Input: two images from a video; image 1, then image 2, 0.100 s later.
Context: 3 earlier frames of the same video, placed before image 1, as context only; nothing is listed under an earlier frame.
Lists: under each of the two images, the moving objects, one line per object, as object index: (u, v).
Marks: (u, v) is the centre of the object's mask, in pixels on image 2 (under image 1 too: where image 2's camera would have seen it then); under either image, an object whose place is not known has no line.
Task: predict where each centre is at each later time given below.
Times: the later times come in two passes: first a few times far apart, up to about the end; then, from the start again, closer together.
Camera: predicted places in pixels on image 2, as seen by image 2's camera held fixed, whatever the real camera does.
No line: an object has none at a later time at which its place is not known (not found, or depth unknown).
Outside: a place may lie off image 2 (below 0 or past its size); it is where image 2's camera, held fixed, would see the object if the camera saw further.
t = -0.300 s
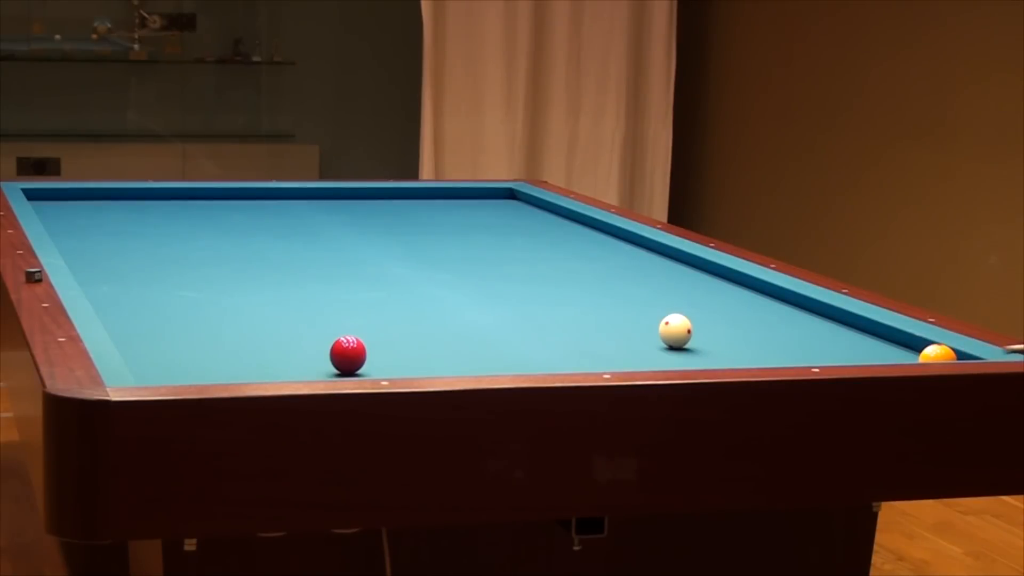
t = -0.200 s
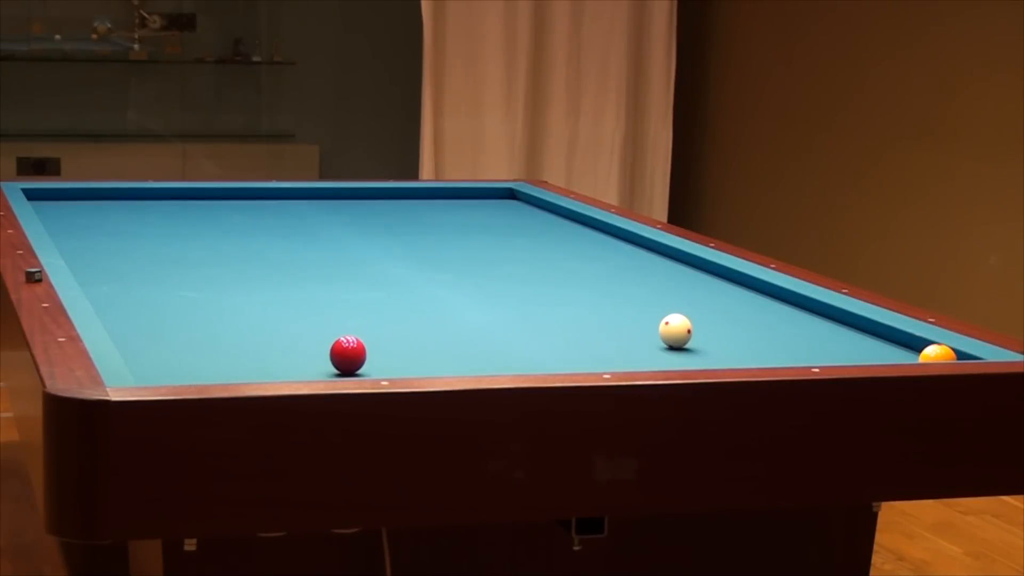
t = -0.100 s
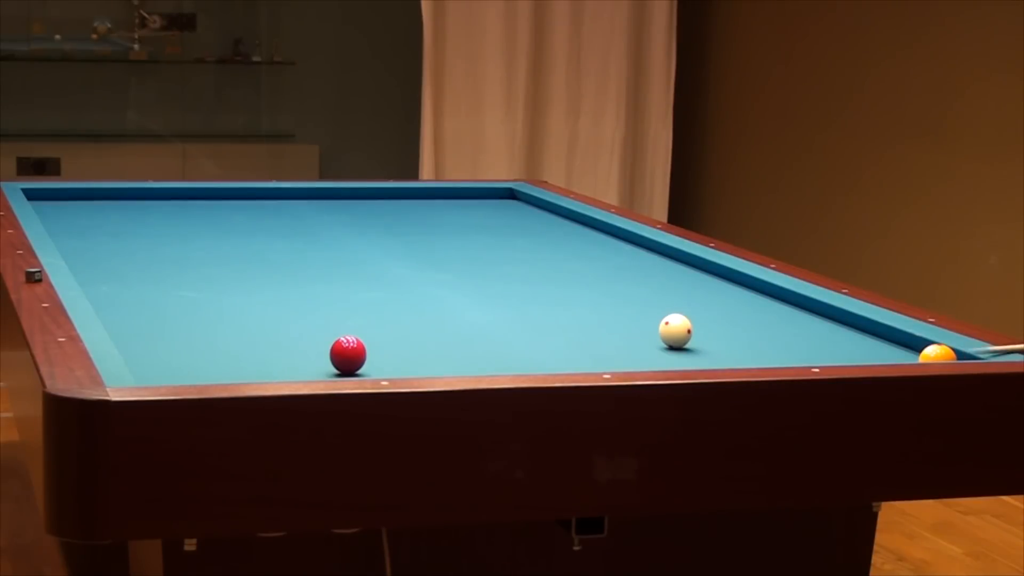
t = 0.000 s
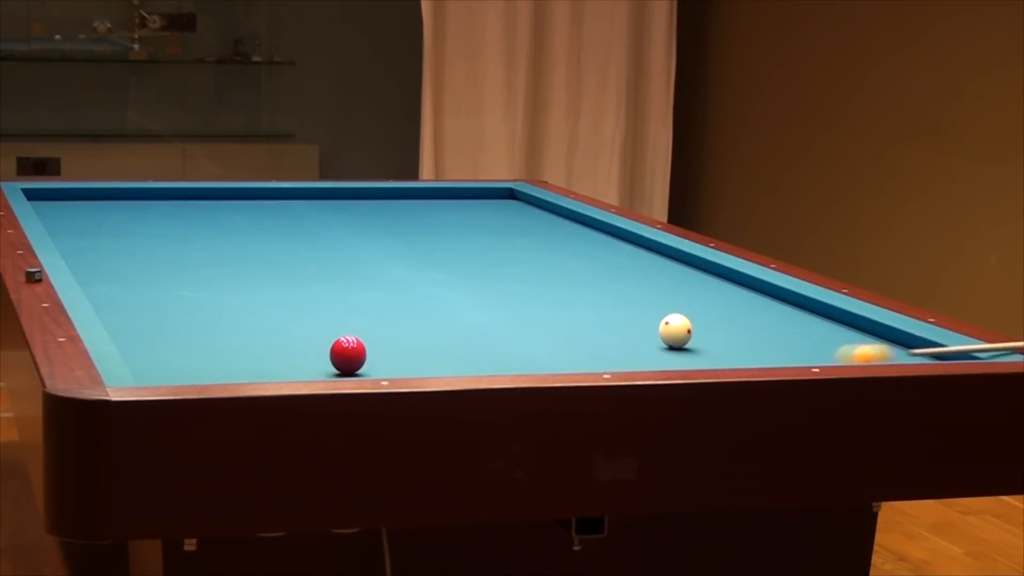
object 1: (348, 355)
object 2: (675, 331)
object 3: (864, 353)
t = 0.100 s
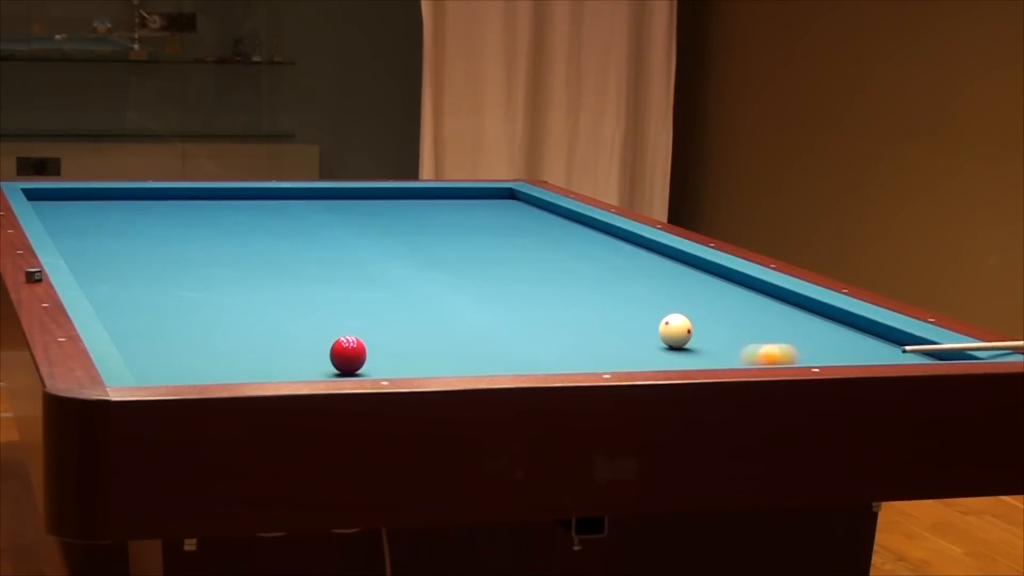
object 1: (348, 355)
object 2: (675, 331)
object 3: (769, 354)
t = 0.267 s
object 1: (348, 355)
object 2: (675, 330)
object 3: (615, 356)
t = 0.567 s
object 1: (329, 341)
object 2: (675, 331)
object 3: (340, 360)
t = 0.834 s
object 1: (268, 337)
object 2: (675, 331)
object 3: (164, 373)
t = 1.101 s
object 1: (213, 325)
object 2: (675, 331)
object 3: (306, 371)
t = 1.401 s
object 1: (155, 313)
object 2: (675, 331)
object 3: (417, 366)
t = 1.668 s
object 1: (108, 302)
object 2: (675, 331)
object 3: (508, 361)
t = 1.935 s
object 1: (117, 295)
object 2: (675, 331)
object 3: (593, 357)
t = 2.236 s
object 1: (132, 286)
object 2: (675, 327)
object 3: (682, 352)
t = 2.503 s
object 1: (144, 279)
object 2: (675, 331)
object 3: (756, 349)
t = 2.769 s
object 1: (156, 273)
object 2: (675, 331)
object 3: (826, 345)
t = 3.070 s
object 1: (167, 267)
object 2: (675, 331)
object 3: (901, 340)
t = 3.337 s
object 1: (177, 261)
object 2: (675, 331)
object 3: (856, 337)
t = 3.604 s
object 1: (186, 256)
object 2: (675, 331)
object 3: (809, 335)
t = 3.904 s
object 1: (195, 251)
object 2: (675, 331)
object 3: (759, 332)
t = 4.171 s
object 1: (203, 247)
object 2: (675, 331)
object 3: (717, 330)
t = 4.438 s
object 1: (210, 244)
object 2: (662, 331)
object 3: (693, 327)
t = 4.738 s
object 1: (218, 239)
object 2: (644, 332)
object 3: (676, 324)
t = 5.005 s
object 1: (224, 236)
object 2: (629, 332)
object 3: (662, 322)
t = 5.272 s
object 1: (229, 233)
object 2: (616, 333)
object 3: (649, 319)
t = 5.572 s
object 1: (235, 230)
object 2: (603, 333)
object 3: (637, 317)
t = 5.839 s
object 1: (239, 228)
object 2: (593, 334)
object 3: (628, 316)
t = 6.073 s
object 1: (243, 226)
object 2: (586, 334)
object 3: (621, 314)
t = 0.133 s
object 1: (348, 355)
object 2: (675, 331)
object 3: (739, 355)
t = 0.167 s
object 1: (348, 355)
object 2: (675, 331)
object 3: (709, 355)
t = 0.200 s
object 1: (348, 355)
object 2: (675, 329)
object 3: (674, 356)
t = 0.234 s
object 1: (348, 355)
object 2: (675, 331)
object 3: (643, 356)
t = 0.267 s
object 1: (348, 355)
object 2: (675, 330)
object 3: (615, 356)
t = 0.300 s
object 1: (348, 355)
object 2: (675, 331)
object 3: (579, 356)
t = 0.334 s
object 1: (348, 355)
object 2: (675, 330)
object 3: (547, 357)
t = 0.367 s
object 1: (348, 355)
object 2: (675, 331)
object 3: (518, 357)
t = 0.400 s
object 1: (348, 355)
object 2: (675, 331)
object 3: (483, 357)
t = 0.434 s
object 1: (348, 355)
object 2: (675, 331)
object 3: (450, 358)
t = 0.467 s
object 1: (348, 355)
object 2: (675, 331)
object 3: (422, 358)
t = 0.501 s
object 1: (348, 355)
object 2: (675, 331)
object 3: (390, 358)
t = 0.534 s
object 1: (337, 350)
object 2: (675, 331)
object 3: (360, 359)
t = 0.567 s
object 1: (329, 341)
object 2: (675, 331)
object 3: (340, 360)
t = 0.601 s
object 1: (323, 340)
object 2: (675, 331)
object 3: (316, 362)
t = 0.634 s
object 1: (315, 344)
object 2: (675, 331)
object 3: (290, 364)
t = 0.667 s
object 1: (305, 345)
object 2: (675, 331)
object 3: (265, 366)
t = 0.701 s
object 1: (297, 343)
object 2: (675, 331)
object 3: (239, 367)
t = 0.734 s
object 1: (290, 342)
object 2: (675, 331)
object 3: (213, 369)
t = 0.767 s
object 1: (282, 340)
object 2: (675, 331)
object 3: (186, 371)
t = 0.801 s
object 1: (275, 339)
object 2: (675, 331)
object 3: (161, 372)
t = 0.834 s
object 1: (268, 337)
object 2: (675, 331)
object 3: (164, 373)
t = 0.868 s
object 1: (261, 336)
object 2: (675, 331)
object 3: (186, 372)
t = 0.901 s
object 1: (254, 334)
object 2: (675, 331)
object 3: (209, 372)
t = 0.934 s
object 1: (247, 333)
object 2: (675, 331)
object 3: (229, 372)
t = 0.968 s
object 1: (240, 331)
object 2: (675, 331)
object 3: (247, 371)
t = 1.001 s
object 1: (233, 330)
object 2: (675, 331)
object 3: (263, 372)
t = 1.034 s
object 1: (226, 328)
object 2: (675, 331)
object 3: (280, 372)
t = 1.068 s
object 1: (220, 327)
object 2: (675, 331)
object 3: (293, 371)
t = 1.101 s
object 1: (213, 325)
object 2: (675, 331)
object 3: (306, 371)
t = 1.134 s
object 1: (206, 324)
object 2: (675, 331)
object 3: (319, 370)
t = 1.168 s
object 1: (200, 323)
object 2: (675, 331)
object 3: (332, 370)
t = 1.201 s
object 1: (193, 321)
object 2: (675, 331)
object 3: (345, 369)
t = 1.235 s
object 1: (187, 320)
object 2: (675, 331)
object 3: (357, 368)
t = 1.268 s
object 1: (180, 318)
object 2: (675, 331)
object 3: (369, 368)
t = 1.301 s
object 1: (174, 317)
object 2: (675, 331)
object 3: (381, 367)
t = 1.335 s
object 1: (167, 316)
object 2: (675, 331)
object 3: (393, 367)
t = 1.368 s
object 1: (161, 314)
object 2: (675, 331)
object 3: (405, 366)
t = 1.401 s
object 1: (155, 313)
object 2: (675, 331)
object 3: (417, 366)
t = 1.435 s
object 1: (149, 312)
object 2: (675, 331)
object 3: (429, 365)
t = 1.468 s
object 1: (143, 310)
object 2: (675, 331)
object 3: (441, 364)
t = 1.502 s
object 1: (137, 309)
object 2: (675, 331)
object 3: (452, 364)
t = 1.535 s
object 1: (131, 308)
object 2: (675, 331)
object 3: (463, 363)
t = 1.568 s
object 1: (125, 306)
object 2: (675, 331)
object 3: (474, 362)
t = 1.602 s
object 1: (119, 305)
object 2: (675, 331)
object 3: (486, 362)
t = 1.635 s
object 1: (113, 304)
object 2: (675, 331)
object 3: (497, 361)
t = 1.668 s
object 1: (108, 302)
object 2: (675, 331)
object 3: (508, 361)
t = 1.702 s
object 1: (105, 301)
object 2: (675, 331)
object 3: (520, 360)
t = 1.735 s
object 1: (106, 300)
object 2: (675, 331)
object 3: (530, 360)
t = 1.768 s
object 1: (108, 300)
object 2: (675, 331)
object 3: (541, 359)
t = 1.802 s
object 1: (110, 299)
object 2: (675, 331)
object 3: (551, 359)
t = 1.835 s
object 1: (112, 298)
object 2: (675, 331)
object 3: (562, 358)
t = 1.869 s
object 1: (113, 297)
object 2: (675, 331)
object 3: (572, 358)
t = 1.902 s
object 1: (115, 296)
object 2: (675, 331)
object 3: (583, 357)
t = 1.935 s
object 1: (117, 295)
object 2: (675, 331)
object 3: (593, 357)
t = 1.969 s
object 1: (119, 294)
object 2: (675, 331)
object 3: (603, 356)
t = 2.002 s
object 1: (120, 293)
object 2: (675, 331)
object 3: (613, 356)
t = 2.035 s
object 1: (122, 292)
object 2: (675, 331)
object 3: (624, 355)
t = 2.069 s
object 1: (124, 291)
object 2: (675, 331)
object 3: (633, 355)
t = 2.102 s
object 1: (125, 290)
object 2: (675, 330)
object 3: (643, 354)
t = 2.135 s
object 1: (127, 289)
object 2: (675, 330)
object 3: (652, 354)
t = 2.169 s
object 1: (129, 288)
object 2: (676, 329)
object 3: (662, 353)
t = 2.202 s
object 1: (130, 287)
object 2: (676, 327)
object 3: (672, 352)
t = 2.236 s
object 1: (132, 286)
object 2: (675, 327)
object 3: (682, 352)
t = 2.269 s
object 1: (134, 285)
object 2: (674, 329)
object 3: (691, 352)
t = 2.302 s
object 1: (135, 285)
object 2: (675, 330)
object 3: (700, 352)
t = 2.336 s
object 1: (137, 283)
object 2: (675, 331)
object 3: (710, 351)
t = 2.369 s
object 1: (138, 283)
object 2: (675, 331)
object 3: (719, 350)
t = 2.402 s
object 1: (140, 282)
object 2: (675, 331)
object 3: (728, 350)
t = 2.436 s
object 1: (141, 281)
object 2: (675, 331)
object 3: (738, 350)
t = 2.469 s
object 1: (143, 280)
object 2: (675, 331)
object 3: (747, 349)
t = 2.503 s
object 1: (144, 279)
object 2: (675, 331)
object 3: (756, 349)
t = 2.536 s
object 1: (146, 279)
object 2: (675, 331)
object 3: (765, 348)
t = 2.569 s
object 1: (147, 278)
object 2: (675, 331)
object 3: (774, 347)
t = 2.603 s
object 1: (149, 277)
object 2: (675, 331)
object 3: (783, 347)
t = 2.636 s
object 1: (150, 276)
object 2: (675, 331)
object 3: (791, 346)
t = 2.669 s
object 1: (151, 276)
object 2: (675, 331)
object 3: (800, 346)
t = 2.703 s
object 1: (153, 274)
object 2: (675, 331)
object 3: (808, 345)
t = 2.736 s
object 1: (154, 274)
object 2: (675, 331)
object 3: (817, 345)
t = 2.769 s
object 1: (156, 273)
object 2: (675, 331)
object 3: (826, 345)
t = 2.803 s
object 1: (157, 272)
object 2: (675, 331)
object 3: (835, 344)
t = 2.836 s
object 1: (158, 272)
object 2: (675, 331)
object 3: (843, 344)
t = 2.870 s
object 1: (159, 271)
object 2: (675, 331)
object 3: (852, 343)
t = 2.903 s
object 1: (161, 270)
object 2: (675, 331)
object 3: (860, 343)
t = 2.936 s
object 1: (162, 270)
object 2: (675, 331)
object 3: (868, 342)
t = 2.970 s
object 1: (163, 269)
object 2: (675, 331)
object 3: (877, 342)
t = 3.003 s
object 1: (165, 268)
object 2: (675, 331)
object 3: (885, 341)
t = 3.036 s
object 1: (166, 267)
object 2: (675, 331)
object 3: (893, 341)
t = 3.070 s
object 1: (167, 267)
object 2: (675, 331)
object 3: (901, 340)
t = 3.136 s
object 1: (169, 265)
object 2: (675, 331)
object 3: (894, 340)
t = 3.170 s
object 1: (171, 265)
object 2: (675, 331)
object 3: (887, 339)
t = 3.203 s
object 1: (172, 264)
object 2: (675, 331)
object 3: (881, 339)
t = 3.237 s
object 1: (173, 263)
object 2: (675, 331)
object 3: (875, 339)
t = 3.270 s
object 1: (174, 263)
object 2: (675, 331)
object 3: (869, 338)
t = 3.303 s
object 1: (176, 262)
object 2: (675, 331)
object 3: (862, 338)
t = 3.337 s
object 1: (177, 261)
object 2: (675, 331)
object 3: (856, 337)
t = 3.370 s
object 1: (178, 261)
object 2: (675, 331)
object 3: (850, 337)
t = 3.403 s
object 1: (179, 260)
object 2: (675, 331)
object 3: (844, 337)
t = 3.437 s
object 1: (180, 259)
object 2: (675, 331)
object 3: (838, 337)
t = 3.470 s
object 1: (181, 259)
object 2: (675, 331)
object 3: (832, 336)
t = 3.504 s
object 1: (182, 258)
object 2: (675, 331)
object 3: (826, 336)
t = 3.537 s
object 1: (184, 258)
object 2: (675, 331)
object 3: (820, 335)
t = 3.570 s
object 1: (185, 257)
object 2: (675, 331)
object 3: (815, 335)
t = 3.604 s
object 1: (186, 256)
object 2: (675, 331)
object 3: (809, 335)
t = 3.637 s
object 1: (187, 256)
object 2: (675, 331)
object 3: (803, 334)
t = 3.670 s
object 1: (188, 255)
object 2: (675, 331)
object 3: (797, 334)
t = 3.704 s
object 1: (189, 255)
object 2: (675, 331)
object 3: (792, 334)
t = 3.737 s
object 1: (190, 254)
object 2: (675, 331)
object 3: (786, 334)
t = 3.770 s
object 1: (191, 253)
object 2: (675, 331)
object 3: (781, 333)
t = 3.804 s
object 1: (192, 253)
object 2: (675, 331)
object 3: (775, 333)
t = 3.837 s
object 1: (193, 253)
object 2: (675, 331)
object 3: (770, 333)
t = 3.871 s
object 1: (194, 252)
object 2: (675, 331)
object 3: (765, 332)
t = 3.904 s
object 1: (195, 251)
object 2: (675, 331)
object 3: (759, 332)
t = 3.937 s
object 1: (196, 251)
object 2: (675, 331)
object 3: (754, 332)
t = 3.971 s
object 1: (197, 250)
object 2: (675, 331)
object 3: (748, 331)
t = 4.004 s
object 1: (198, 250)
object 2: (675, 331)
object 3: (743, 331)
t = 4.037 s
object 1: (199, 249)
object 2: (675, 331)
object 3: (738, 331)
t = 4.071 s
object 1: (200, 249)
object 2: (675, 331)
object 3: (733, 330)
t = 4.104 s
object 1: (201, 248)
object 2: (675, 331)
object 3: (728, 330)
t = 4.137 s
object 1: (202, 248)
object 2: (675, 331)
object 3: (723, 330)
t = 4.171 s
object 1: (203, 247)
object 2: (675, 331)
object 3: (717, 330)
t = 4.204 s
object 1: (204, 247)
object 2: (675, 331)
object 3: (712, 330)
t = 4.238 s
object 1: (205, 246)
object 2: (675, 331)
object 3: (707, 329)
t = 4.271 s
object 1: (206, 246)
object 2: (674, 331)
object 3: (704, 329)
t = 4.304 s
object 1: (207, 245)
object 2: (672, 331)
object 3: (702, 329)
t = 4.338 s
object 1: (207, 245)
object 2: (669, 331)
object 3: (700, 328)
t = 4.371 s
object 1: (209, 244)
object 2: (667, 331)
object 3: (697, 328)
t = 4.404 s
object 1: (209, 244)
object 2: (665, 331)
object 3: (695, 327)
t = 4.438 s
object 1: (210, 244)
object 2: (662, 331)
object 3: (693, 327)
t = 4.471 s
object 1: (211, 243)
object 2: (660, 331)
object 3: (691, 327)
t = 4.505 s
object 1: (212, 243)
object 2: (658, 331)
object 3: (689, 326)
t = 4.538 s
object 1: (213, 242)
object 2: (656, 331)
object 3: (687, 326)
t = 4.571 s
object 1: (214, 242)
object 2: (654, 331)
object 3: (685, 326)
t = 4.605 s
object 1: (214, 241)
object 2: (652, 332)
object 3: (683, 325)
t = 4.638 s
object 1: (215, 241)
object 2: (650, 332)
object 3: (682, 325)
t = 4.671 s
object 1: (216, 240)
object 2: (648, 332)
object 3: (680, 325)
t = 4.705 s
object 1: (217, 240)
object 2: (646, 332)
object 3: (678, 324)
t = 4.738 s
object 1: (218, 239)
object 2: (644, 332)
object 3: (676, 324)
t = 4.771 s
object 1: (218, 239)
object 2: (642, 332)
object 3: (674, 324)
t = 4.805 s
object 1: (219, 239)
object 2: (640, 332)
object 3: (673, 323)
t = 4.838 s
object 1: (220, 238)
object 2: (638, 332)
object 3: (671, 323)
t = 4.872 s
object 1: (221, 238)
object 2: (637, 332)
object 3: (669, 323)
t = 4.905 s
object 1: (222, 237)
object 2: (635, 332)
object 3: (667, 322)
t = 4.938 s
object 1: (222, 237)
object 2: (633, 332)
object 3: (665, 322)
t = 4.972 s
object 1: (223, 237)
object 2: (631, 332)
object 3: (664, 322)
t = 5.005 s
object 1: (224, 236)
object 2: (629, 332)
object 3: (662, 322)
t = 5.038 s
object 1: (224, 236)
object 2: (628, 332)
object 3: (661, 321)
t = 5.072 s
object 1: (225, 235)
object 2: (626, 333)
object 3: (659, 321)
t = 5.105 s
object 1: (226, 235)
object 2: (624, 333)
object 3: (657, 321)
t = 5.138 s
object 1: (227, 235)
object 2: (623, 333)
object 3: (656, 321)
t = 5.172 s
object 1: (227, 234)
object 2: (621, 333)
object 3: (654, 320)
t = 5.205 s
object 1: (228, 234)
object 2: (619, 333)
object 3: (653, 320)
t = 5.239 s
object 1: (228, 234)
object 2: (618, 333)
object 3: (651, 320)
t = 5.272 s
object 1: (229, 233)
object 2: (616, 333)
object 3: (649, 319)
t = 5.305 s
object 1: (230, 233)
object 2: (614, 333)
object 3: (648, 319)
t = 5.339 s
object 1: (231, 232)
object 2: (613, 333)
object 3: (647, 319)
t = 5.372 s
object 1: (231, 232)
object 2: (611, 333)
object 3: (645, 319)
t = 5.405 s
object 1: (232, 232)
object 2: (610, 333)
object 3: (644, 319)
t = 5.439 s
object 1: (232, 232)
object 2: (609, 333)
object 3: (643, 318)
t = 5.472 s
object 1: (233, 231)
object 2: (607, 333)
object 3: (641, 318)
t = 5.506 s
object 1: (234, 231)
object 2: (606, 333)
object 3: (640, 318)
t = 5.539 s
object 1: (234, 231)
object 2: (604, 333)
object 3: (638, 317)
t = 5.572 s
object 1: (235, 230)
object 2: (603, 333)
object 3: (637, 317)
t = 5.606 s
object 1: (235, 230)
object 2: (602, 334)
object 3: (636, 317)
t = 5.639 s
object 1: (236, 229)
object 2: (600, 333)
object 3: (635, 317)
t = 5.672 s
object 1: (236, 229)
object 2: (599, 334)
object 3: (634, 317)
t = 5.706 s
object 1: (237, 229)
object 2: (598, 334)
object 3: (633, 316)
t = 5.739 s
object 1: (238, 229)
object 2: (597, 334)
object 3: (631, 316)
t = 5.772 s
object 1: (238, 228)
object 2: (596, 334)
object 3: (630, 316)
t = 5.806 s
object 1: (239, 228)
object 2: (594, 334)
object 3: (629, 316)
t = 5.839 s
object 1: (239, 228)
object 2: (593, 334)
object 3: (628, 316)
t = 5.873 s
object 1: (240, 227)
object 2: (592, 334)
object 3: (627, 315)
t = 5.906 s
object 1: (241, 227)
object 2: (591, 334)
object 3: (626, 315)
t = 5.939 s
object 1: (241, 227)
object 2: (590, 334)
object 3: (625, 315)
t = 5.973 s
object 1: (241, 226)
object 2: (589, 334)
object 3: (624, 315)
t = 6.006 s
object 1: (242, 226)
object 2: (588, 334)
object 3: (623, 315)
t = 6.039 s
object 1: (243, 226)
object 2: (587, 334)
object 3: (622, 315)
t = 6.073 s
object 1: (243, 226)
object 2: (586, 334)
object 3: (621, 314)
